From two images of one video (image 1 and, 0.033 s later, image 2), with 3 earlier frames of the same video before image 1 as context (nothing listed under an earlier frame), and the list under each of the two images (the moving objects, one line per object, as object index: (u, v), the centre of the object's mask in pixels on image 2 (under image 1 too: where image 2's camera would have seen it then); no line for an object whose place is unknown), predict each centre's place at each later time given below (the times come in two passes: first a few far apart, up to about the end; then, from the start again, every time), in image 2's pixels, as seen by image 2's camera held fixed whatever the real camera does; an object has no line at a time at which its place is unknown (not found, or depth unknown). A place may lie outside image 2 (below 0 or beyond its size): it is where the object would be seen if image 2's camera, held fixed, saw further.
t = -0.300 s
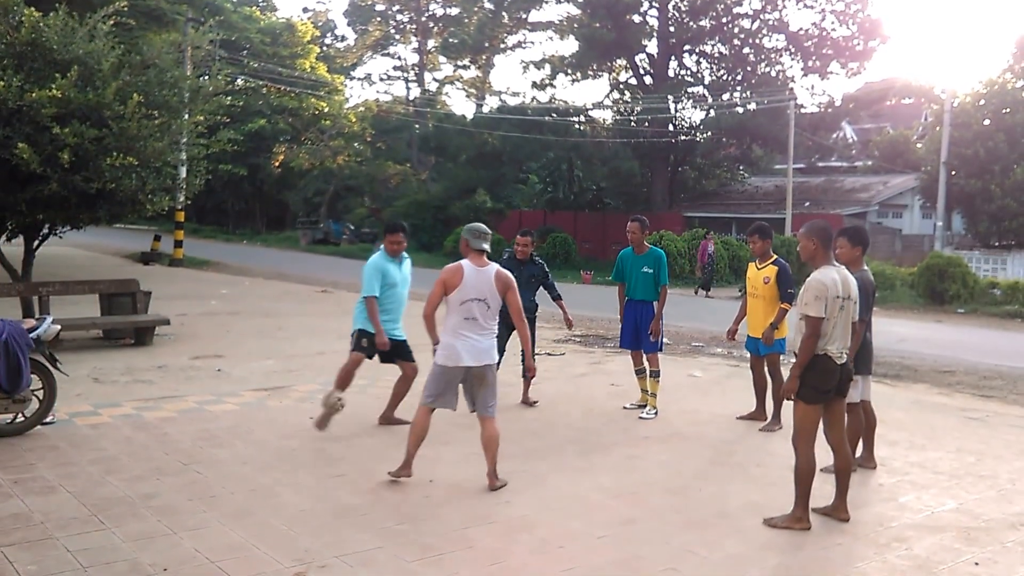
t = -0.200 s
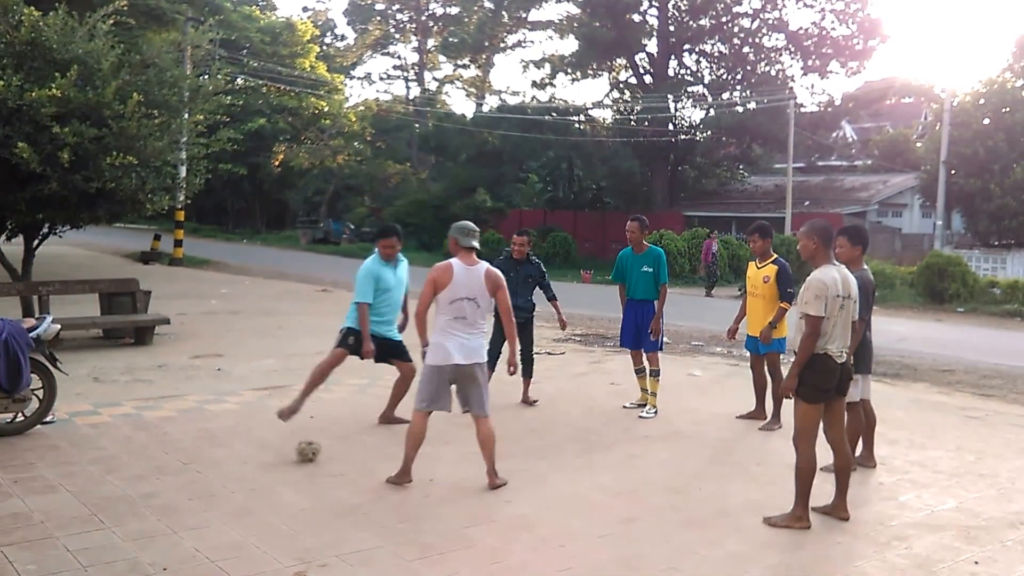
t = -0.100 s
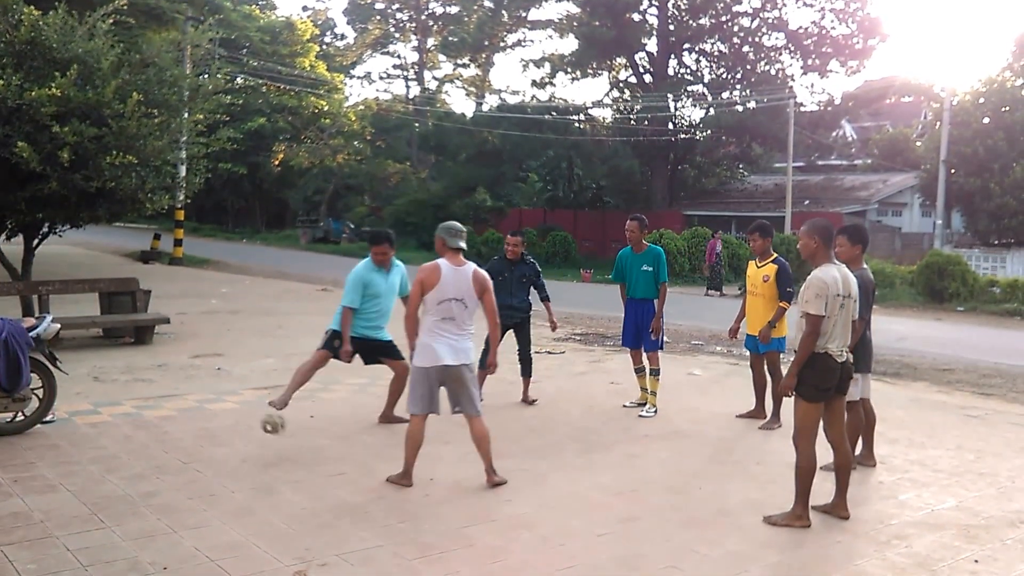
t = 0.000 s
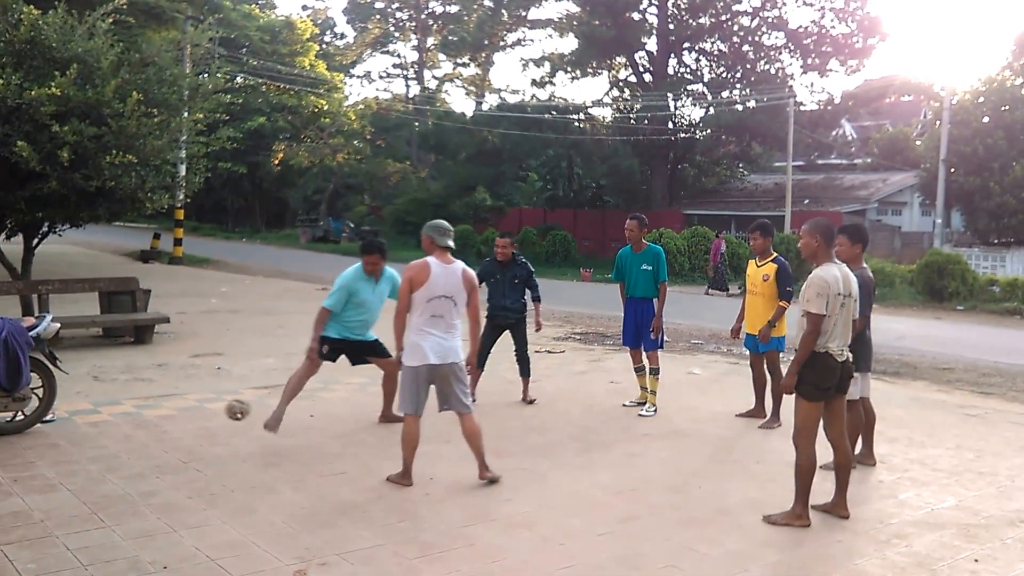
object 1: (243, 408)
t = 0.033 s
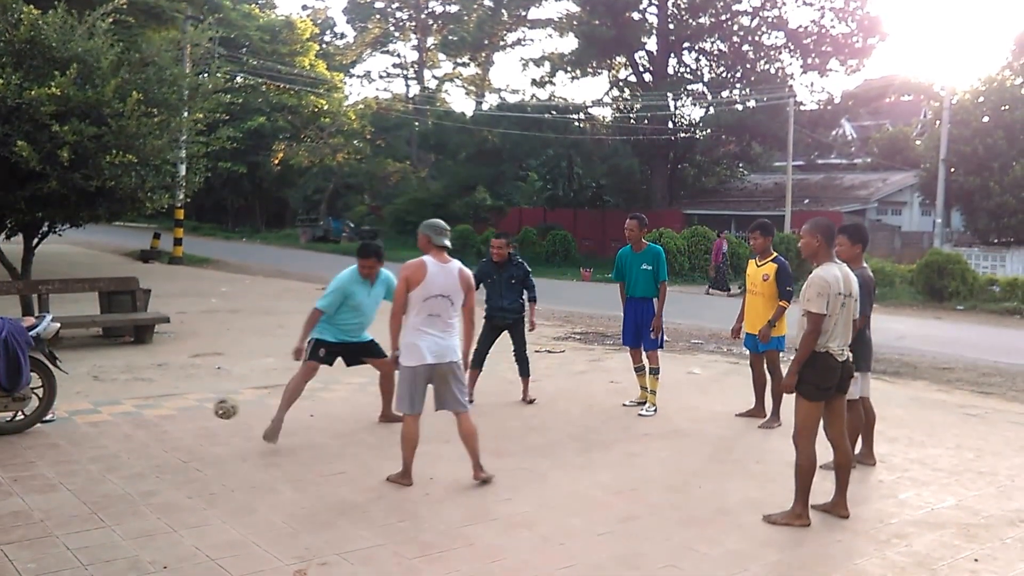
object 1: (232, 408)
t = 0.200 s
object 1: (171, 428)
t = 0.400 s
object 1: (108, 427)
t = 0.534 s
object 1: (70, 431)
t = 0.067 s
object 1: (219, 408)
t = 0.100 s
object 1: (207, 412)
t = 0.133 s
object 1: (196, 414)
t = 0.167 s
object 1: (184, 420)
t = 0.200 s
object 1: (171, 428)
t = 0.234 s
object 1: (160, 438)
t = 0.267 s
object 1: (148, 448)
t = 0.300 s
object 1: (138, 442)
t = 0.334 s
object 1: (128, 435)
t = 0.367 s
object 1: (119, 432)
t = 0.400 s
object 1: (108, 427)
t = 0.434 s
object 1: (99, 427)
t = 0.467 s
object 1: (88, 429)
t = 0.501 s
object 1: (79, 429)
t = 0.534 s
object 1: (70, 431)
